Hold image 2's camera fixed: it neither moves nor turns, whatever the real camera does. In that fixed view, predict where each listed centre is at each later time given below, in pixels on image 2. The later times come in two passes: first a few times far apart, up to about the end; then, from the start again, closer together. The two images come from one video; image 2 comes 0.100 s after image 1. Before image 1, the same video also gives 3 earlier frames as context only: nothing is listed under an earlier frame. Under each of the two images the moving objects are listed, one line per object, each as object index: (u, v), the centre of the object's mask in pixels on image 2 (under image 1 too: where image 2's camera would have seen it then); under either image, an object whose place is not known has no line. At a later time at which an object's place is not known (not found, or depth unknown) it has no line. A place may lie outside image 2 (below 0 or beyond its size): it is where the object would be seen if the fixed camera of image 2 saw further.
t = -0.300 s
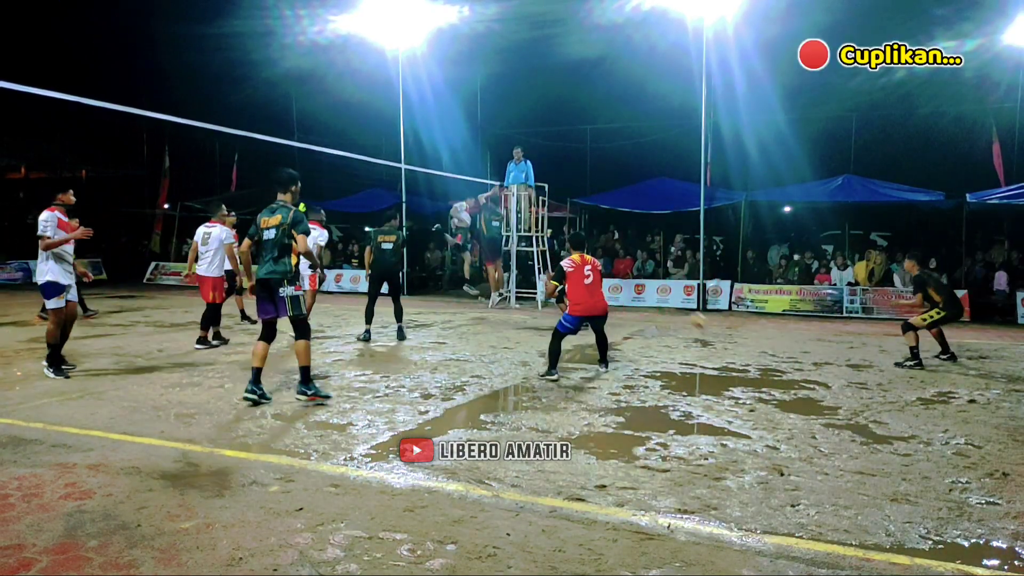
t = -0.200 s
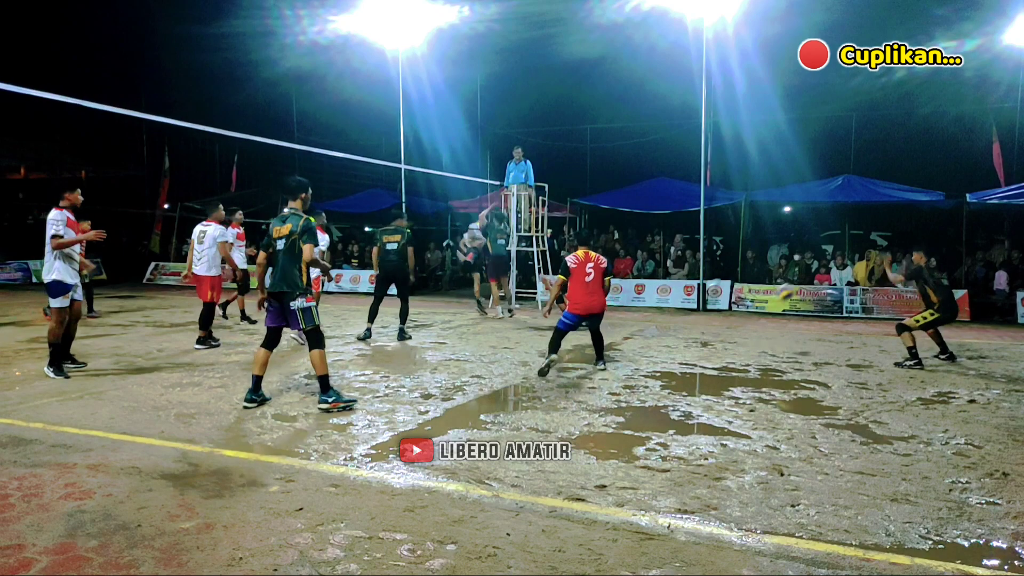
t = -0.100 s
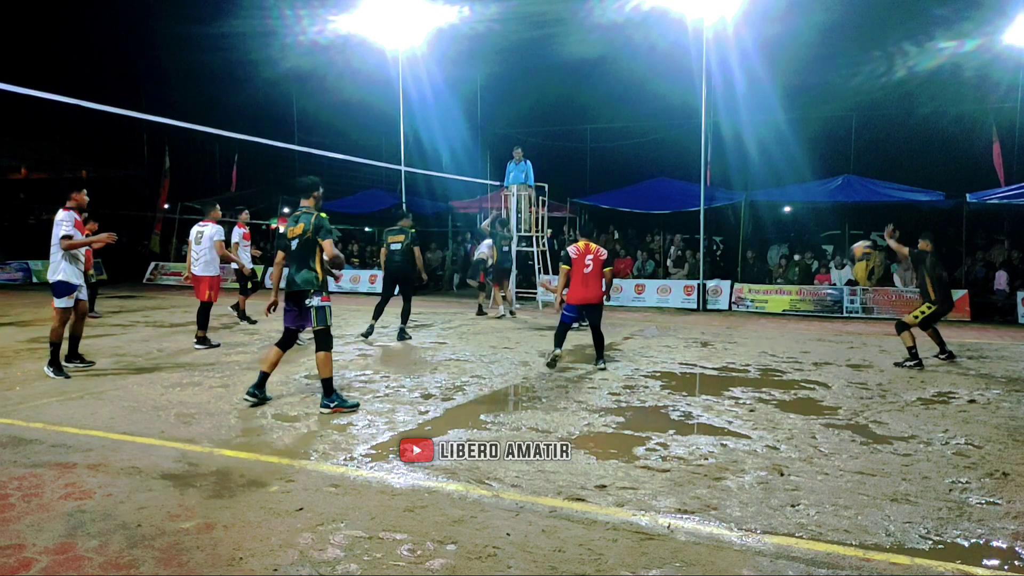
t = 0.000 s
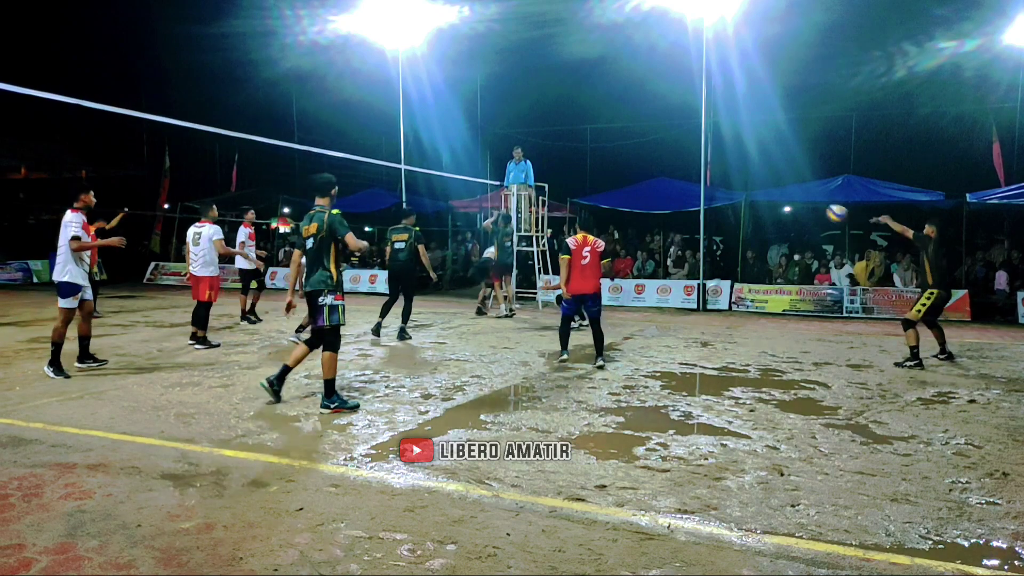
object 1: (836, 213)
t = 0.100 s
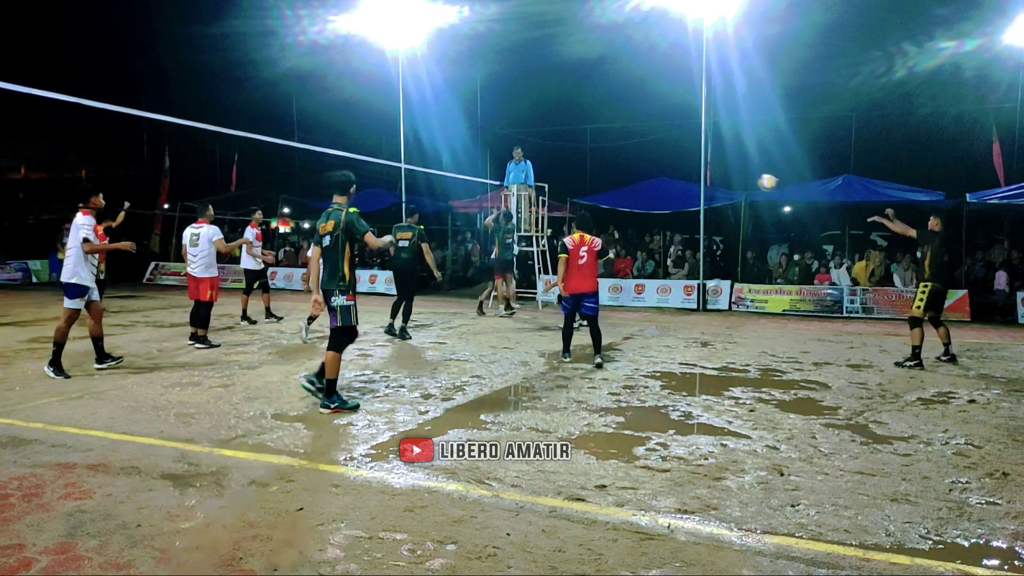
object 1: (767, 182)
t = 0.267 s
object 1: (684, 160)
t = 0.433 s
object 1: (598, 154)
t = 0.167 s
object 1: (740, 173)
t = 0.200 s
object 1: (720, 168)
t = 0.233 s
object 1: (702, 163)
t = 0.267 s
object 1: (684, 160)
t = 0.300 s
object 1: (667, 157)
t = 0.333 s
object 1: (649, 155)
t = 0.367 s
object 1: (632, 154)
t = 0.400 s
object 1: (615, 154)
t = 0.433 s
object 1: (598, 154)
